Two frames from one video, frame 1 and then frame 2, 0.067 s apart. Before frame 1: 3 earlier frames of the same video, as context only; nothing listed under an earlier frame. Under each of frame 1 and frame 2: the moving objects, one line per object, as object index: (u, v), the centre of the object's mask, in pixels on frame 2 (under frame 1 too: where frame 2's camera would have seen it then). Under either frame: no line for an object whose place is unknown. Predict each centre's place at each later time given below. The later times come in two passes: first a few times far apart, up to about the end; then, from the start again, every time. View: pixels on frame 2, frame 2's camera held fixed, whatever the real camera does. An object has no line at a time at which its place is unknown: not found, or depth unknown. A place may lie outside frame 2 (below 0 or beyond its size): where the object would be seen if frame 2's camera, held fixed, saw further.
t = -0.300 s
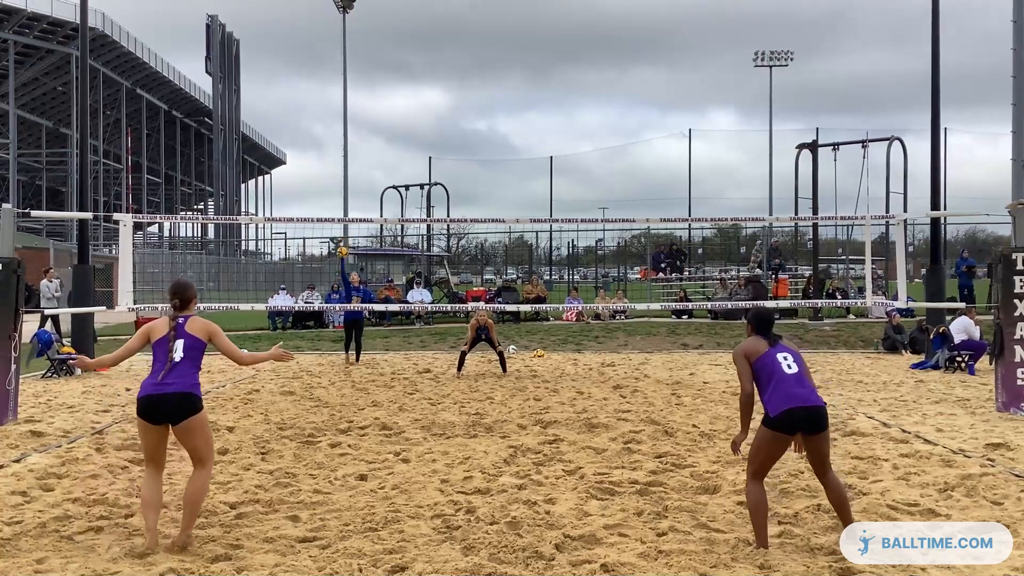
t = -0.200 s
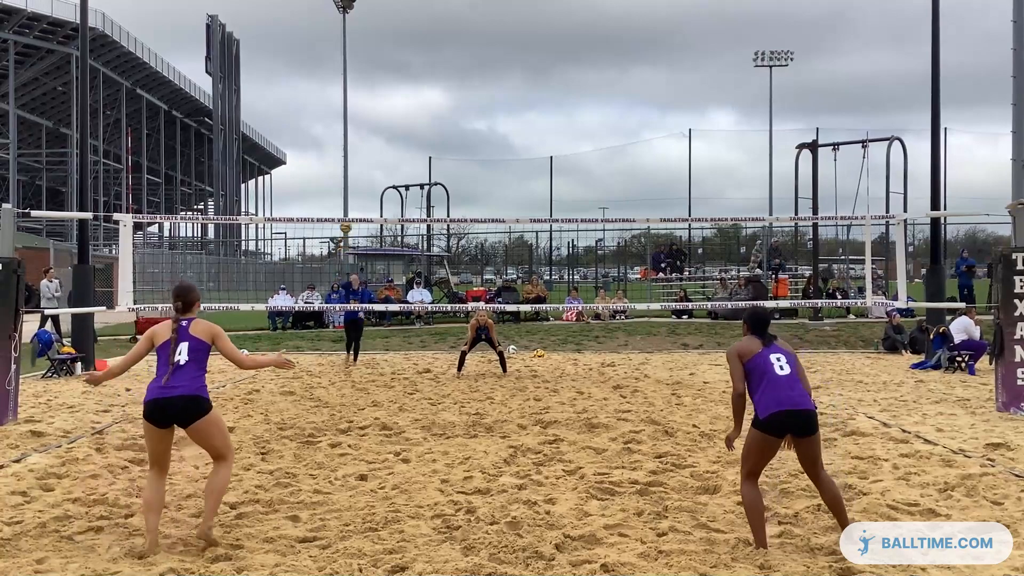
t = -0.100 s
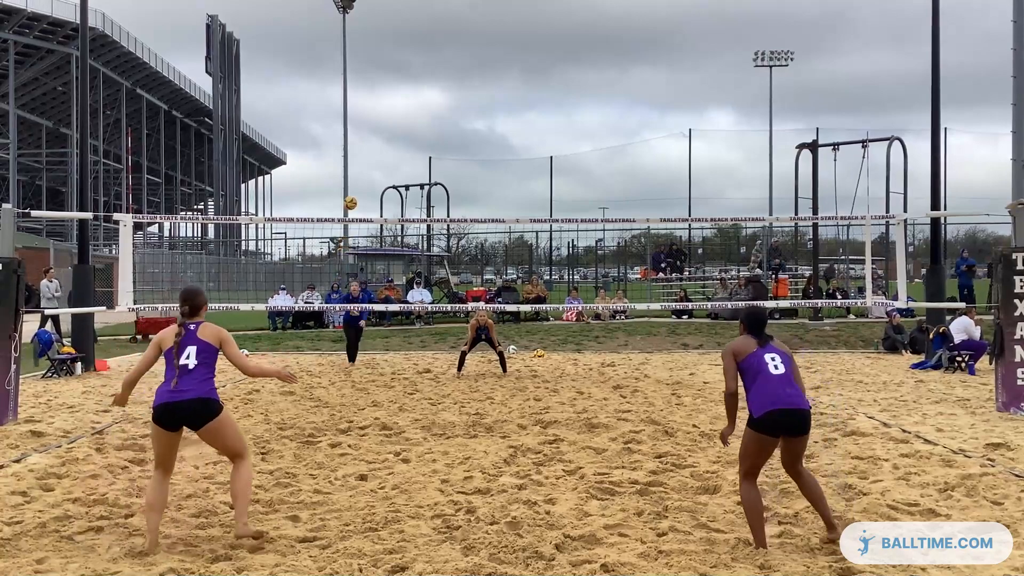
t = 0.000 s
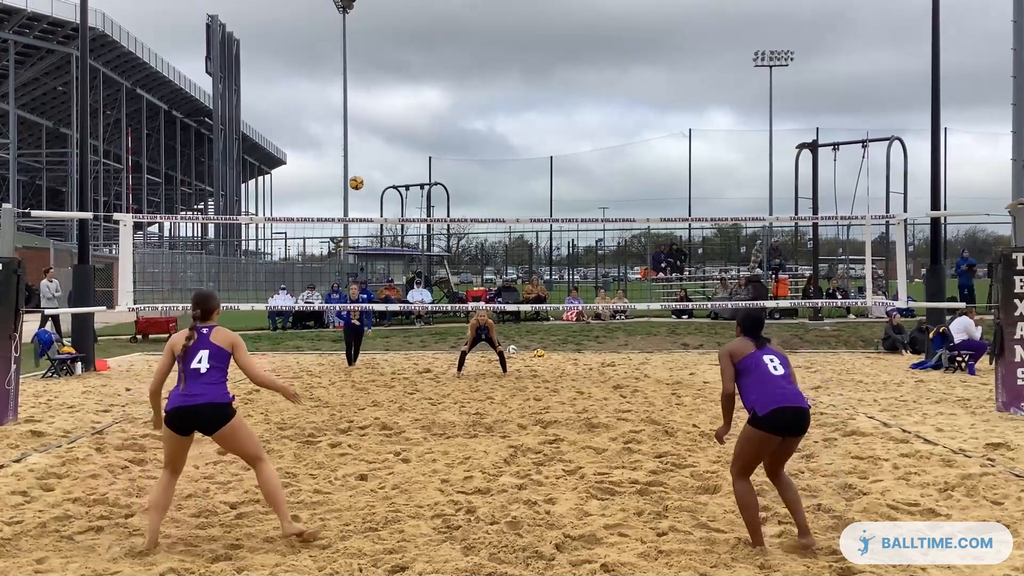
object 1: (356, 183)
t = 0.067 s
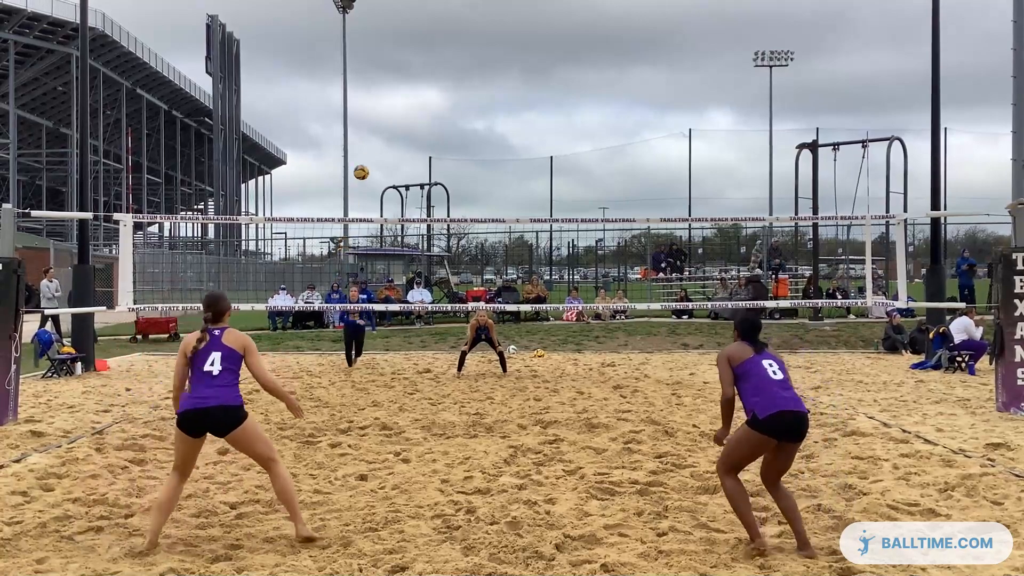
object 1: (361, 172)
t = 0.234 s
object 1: (375, 158)
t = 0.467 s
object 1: (405, 182)
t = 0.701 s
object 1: (456, 299)
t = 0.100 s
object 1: (363, 168)
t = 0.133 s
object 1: (366, 164)
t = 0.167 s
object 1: (369, 161)
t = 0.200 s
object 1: (372, 159)
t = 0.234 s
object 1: (375, 158)
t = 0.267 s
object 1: (378, 158)
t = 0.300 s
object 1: (382, 158)
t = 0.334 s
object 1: (386, 160)
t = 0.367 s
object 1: (390, 164)
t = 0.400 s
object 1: (395, 168)
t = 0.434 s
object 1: (400, 174)
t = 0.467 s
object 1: (405, 182)
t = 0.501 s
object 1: (411, 191)
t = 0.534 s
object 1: (417, 203)
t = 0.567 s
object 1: (425, 216)
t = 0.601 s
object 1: (431, 232)
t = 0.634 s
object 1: (439, 251)
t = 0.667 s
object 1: (448, 273)
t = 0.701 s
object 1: (456, 299)
